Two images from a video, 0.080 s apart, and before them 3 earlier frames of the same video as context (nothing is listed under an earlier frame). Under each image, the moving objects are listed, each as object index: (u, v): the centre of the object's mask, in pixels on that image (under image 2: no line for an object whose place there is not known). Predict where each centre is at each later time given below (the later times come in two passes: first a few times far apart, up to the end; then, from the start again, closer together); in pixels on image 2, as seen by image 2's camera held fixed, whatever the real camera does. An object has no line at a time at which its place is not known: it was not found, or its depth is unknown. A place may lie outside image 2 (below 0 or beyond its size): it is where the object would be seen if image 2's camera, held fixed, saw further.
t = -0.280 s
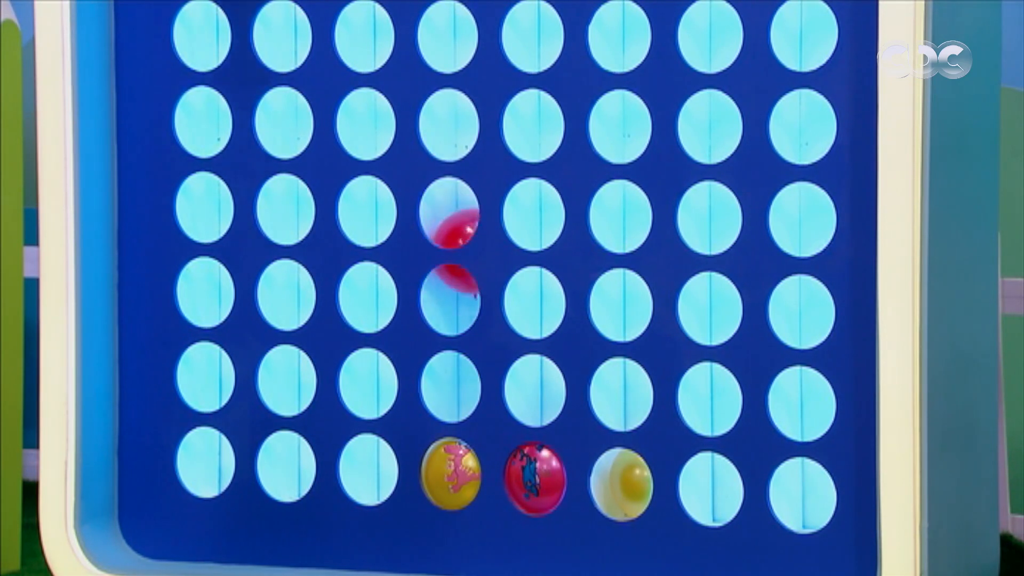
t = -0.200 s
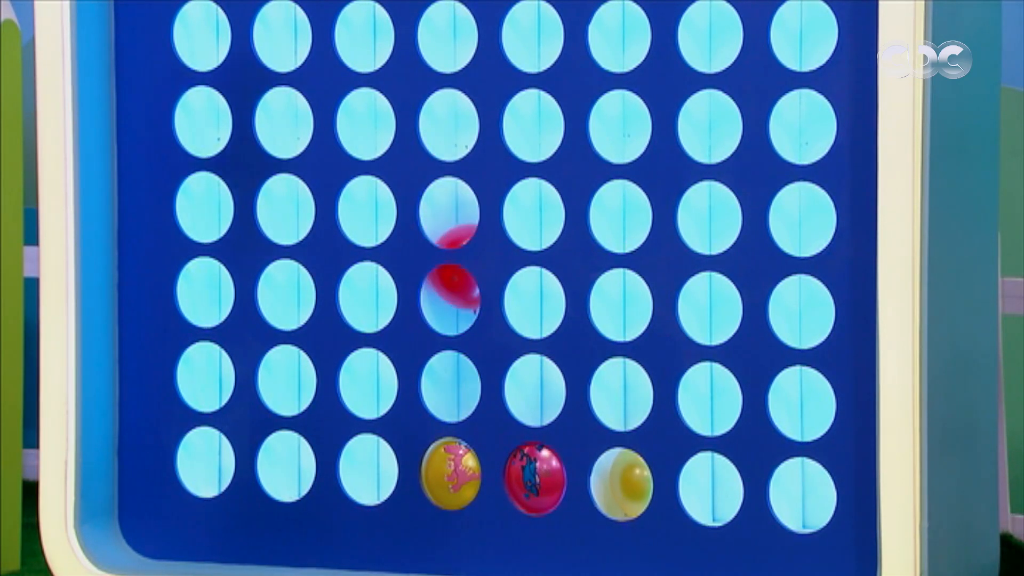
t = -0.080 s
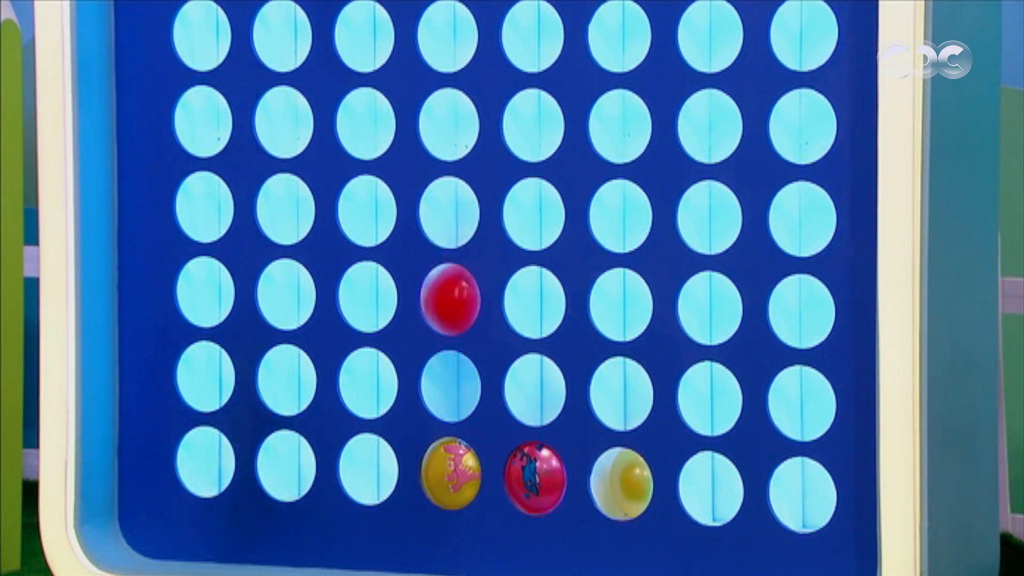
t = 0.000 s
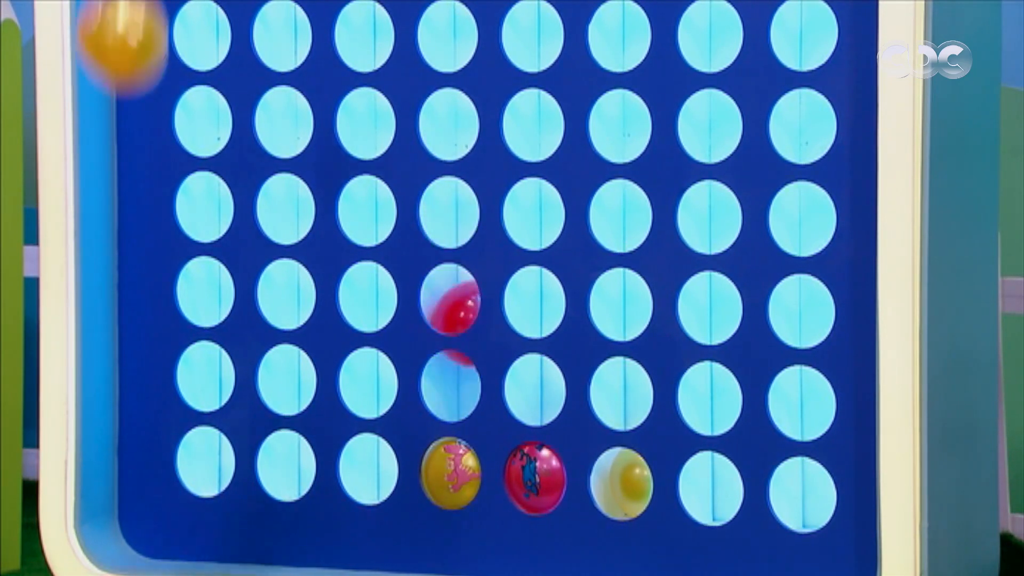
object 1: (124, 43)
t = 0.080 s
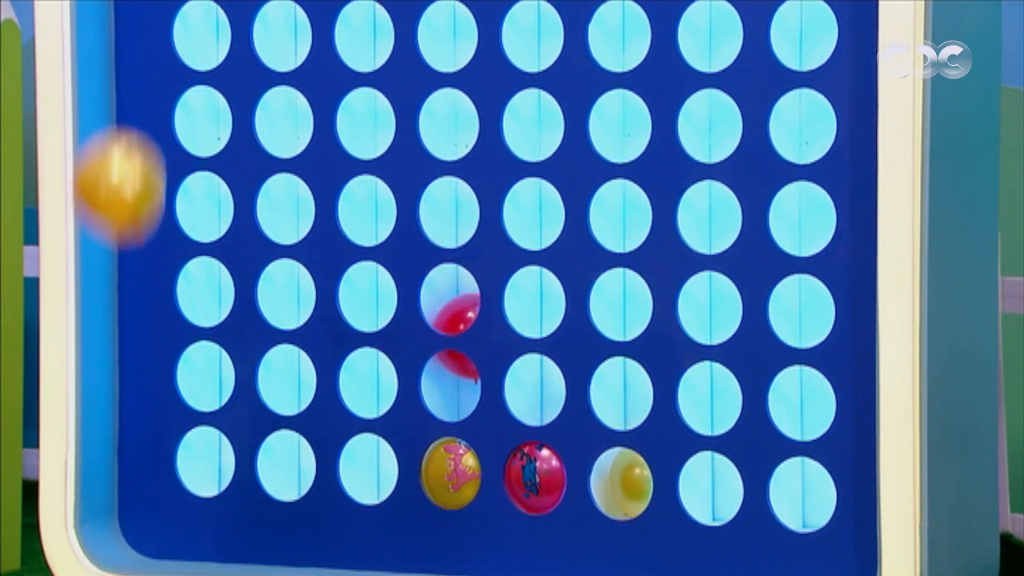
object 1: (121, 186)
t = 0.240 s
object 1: (102, 535)
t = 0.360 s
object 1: (58, 482)
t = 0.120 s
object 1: (118, 266)
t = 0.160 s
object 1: (114, 352)
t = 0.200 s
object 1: (108, 447)
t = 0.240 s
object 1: (102, 535)
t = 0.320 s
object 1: (77, 543)
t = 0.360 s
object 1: (58, 482)
